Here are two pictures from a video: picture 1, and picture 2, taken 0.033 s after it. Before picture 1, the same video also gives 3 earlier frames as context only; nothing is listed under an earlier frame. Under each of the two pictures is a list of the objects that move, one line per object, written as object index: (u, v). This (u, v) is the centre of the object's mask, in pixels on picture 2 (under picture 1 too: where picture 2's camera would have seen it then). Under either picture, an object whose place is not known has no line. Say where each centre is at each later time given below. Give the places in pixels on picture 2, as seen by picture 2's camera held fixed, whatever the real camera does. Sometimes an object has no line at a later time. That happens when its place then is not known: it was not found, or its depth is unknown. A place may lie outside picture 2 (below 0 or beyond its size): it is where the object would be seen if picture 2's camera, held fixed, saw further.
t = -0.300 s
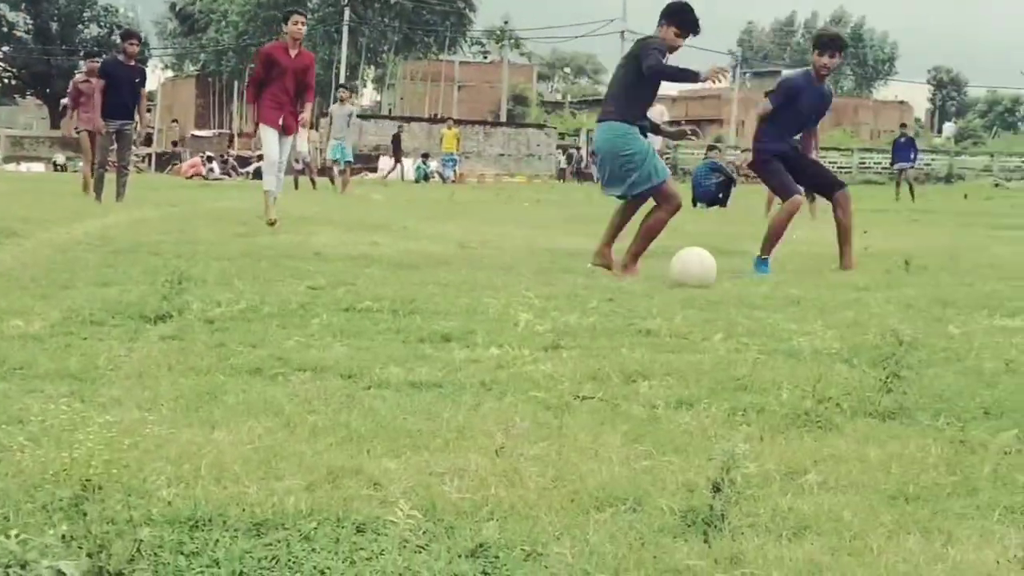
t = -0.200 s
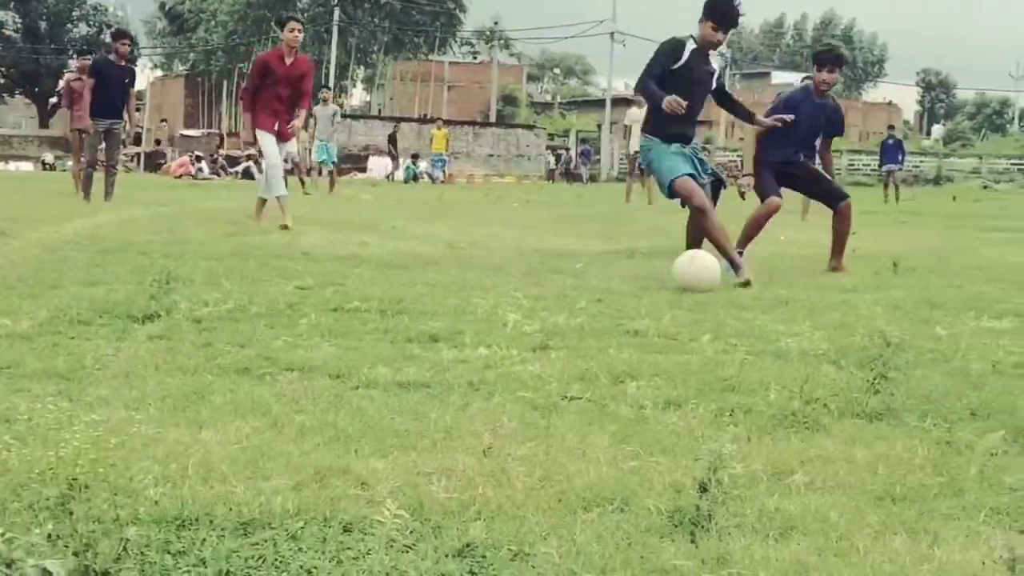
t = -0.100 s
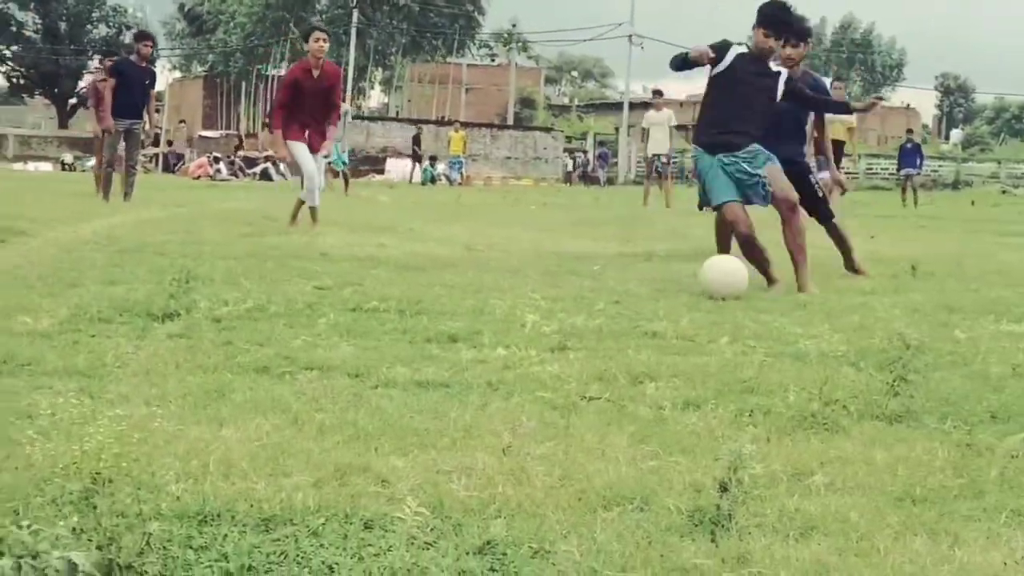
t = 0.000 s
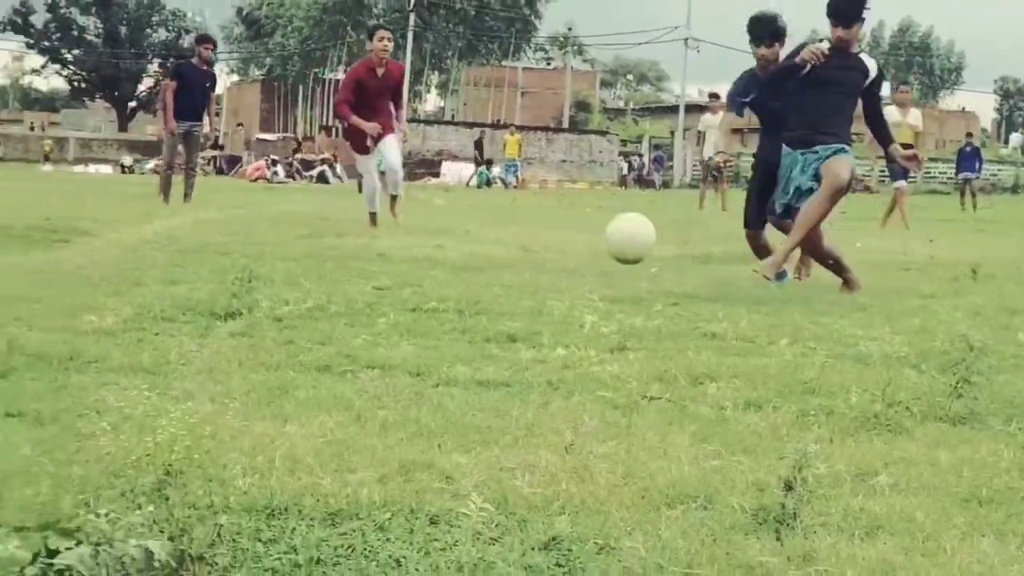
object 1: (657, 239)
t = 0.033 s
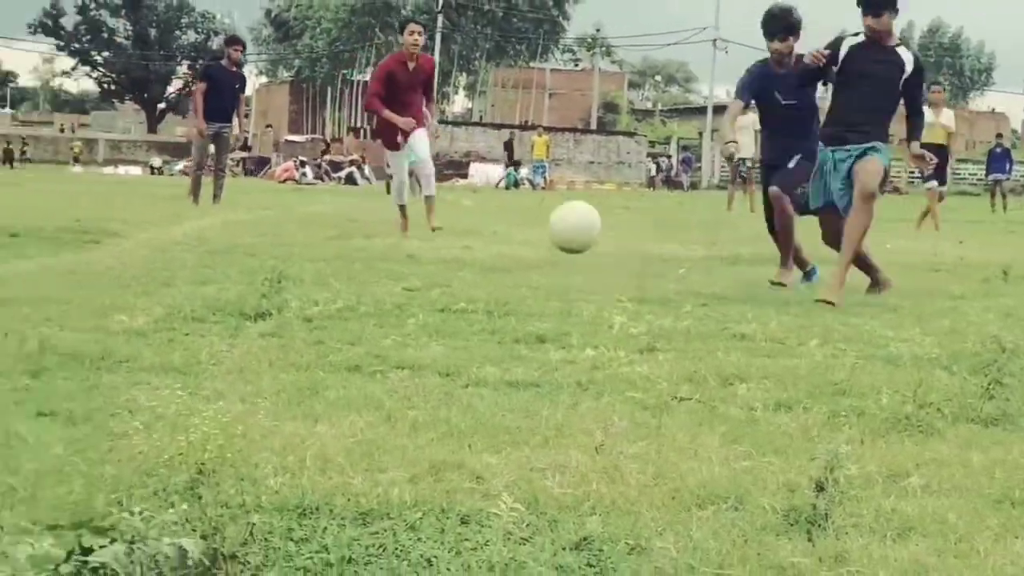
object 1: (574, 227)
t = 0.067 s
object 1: (488, 224)
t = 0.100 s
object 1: (398, 234)
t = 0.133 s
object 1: (303, 256)
